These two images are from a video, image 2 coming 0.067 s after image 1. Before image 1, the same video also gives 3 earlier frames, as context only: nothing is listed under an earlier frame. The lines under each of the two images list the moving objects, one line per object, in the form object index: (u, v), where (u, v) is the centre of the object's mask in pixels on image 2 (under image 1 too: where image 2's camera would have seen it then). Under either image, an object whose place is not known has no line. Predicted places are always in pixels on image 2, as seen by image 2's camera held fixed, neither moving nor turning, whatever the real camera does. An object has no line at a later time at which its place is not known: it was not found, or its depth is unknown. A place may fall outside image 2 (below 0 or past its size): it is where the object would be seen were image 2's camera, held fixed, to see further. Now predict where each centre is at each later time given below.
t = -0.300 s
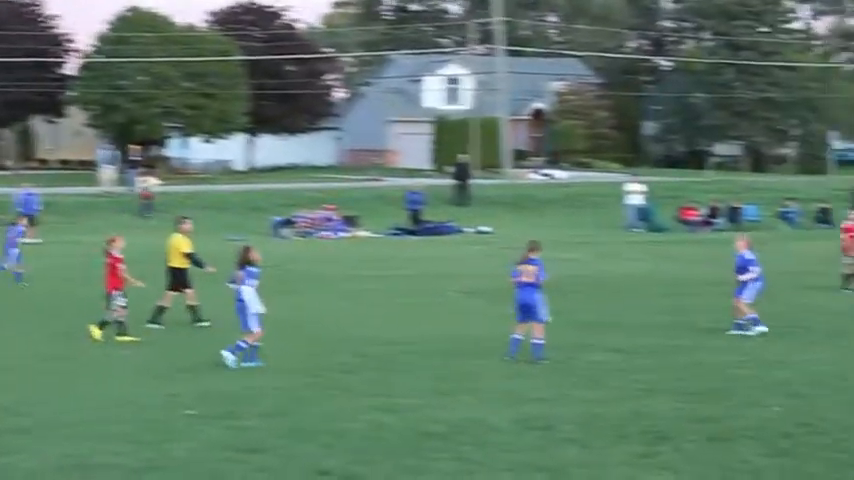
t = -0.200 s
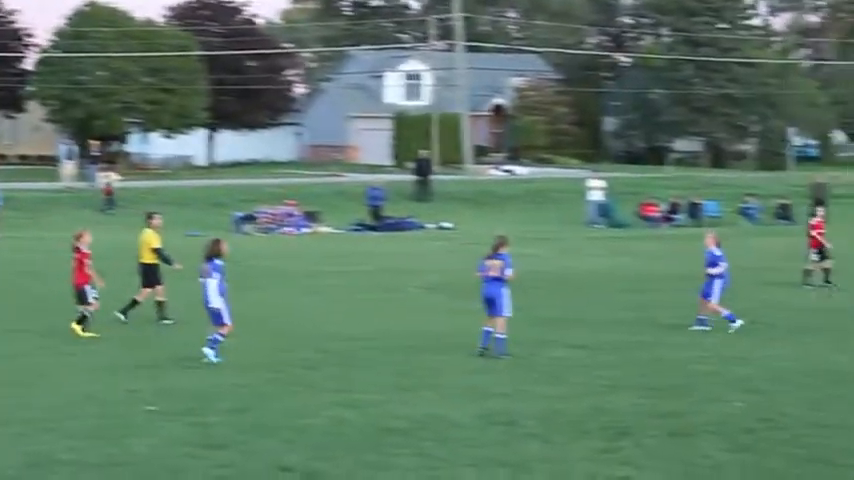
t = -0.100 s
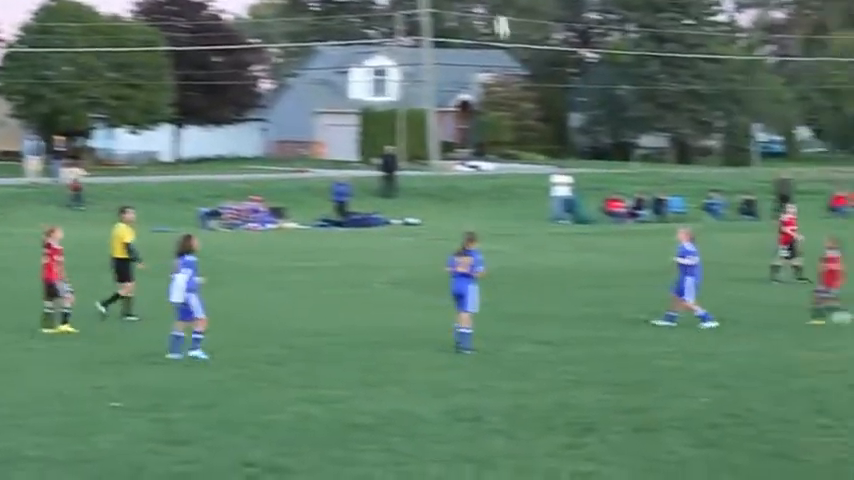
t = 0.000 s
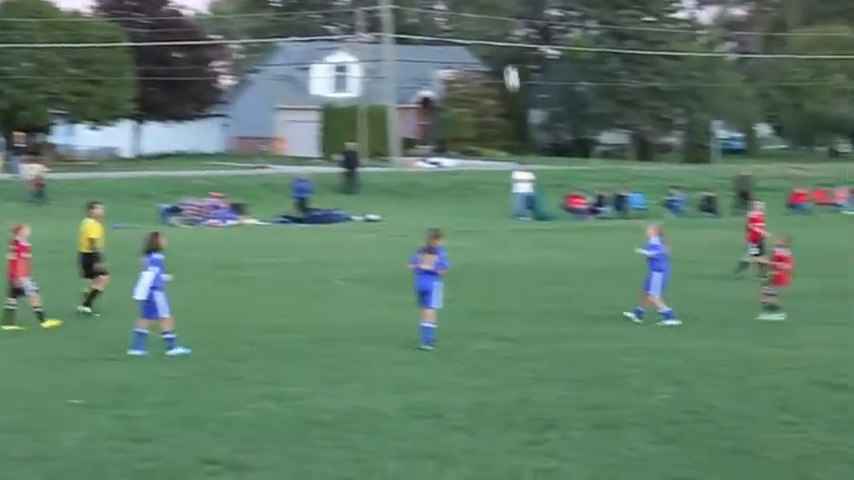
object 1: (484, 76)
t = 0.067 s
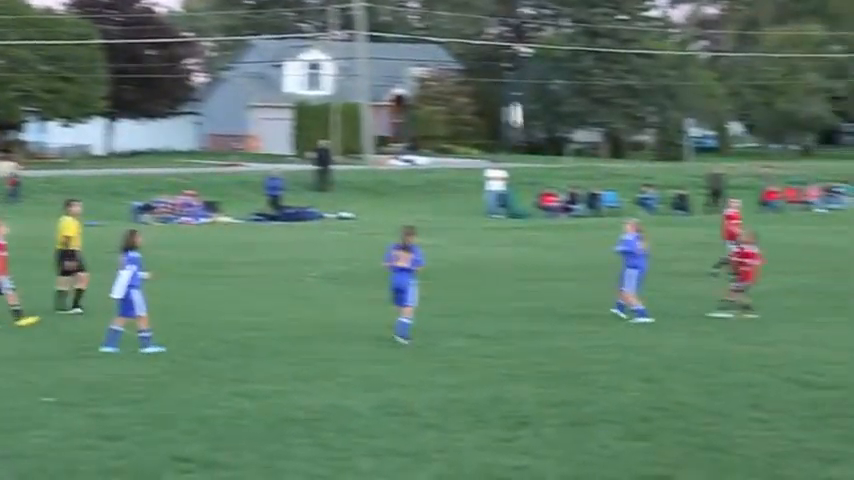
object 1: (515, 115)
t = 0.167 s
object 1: (560, 177)
